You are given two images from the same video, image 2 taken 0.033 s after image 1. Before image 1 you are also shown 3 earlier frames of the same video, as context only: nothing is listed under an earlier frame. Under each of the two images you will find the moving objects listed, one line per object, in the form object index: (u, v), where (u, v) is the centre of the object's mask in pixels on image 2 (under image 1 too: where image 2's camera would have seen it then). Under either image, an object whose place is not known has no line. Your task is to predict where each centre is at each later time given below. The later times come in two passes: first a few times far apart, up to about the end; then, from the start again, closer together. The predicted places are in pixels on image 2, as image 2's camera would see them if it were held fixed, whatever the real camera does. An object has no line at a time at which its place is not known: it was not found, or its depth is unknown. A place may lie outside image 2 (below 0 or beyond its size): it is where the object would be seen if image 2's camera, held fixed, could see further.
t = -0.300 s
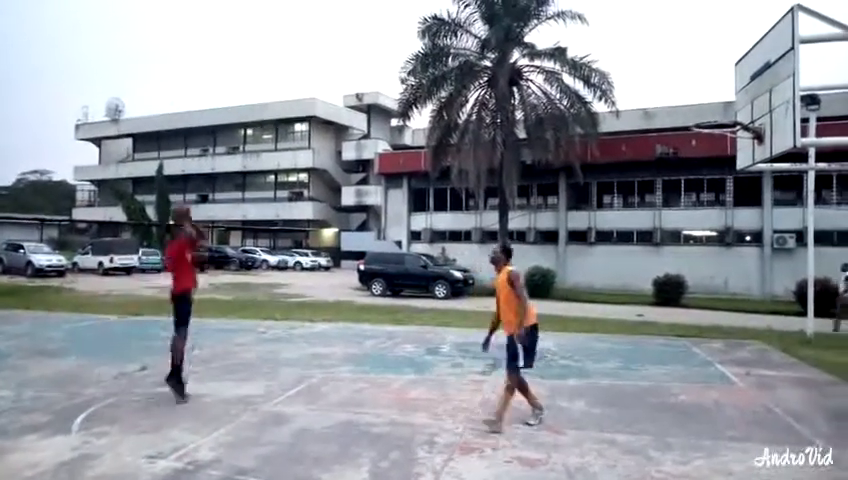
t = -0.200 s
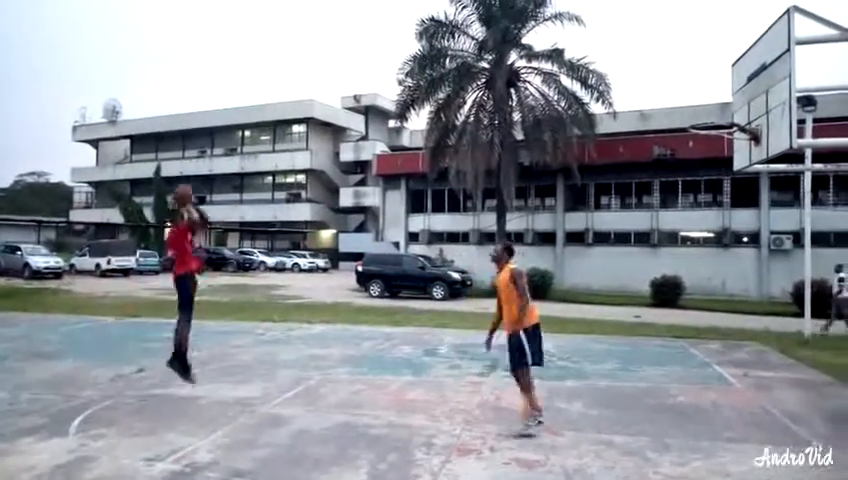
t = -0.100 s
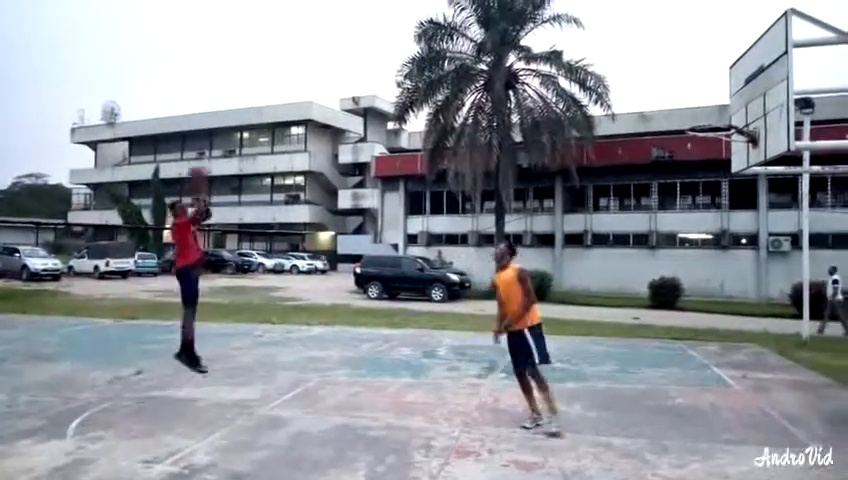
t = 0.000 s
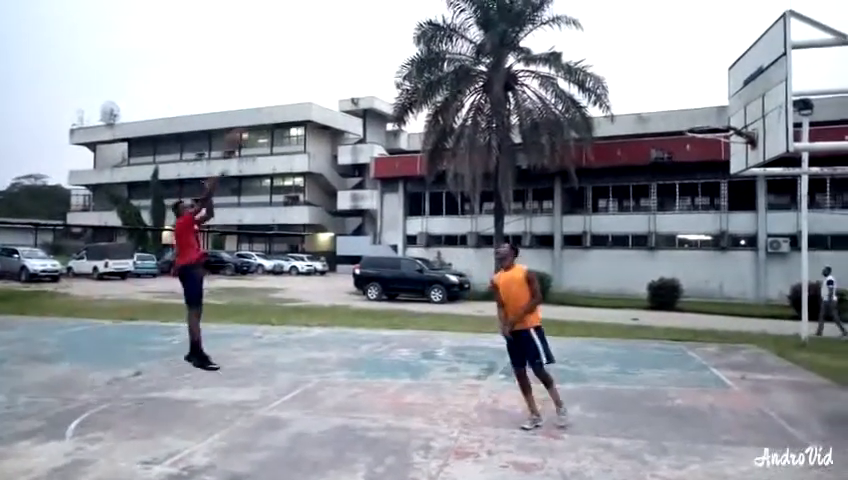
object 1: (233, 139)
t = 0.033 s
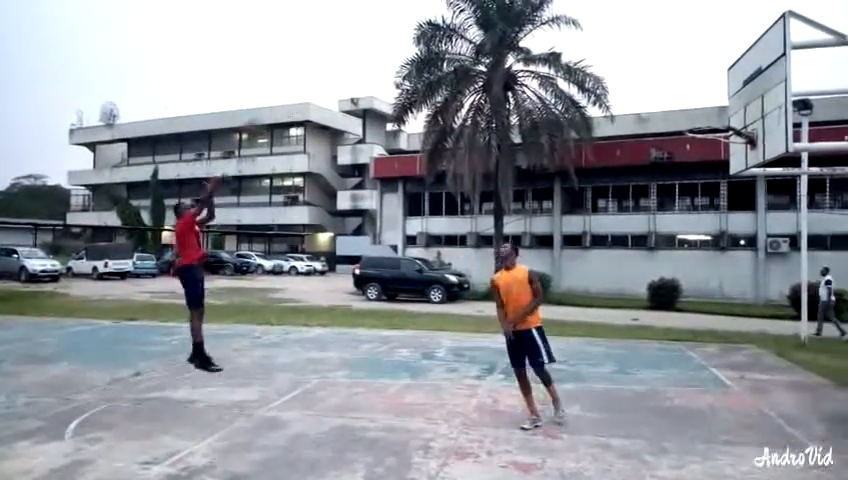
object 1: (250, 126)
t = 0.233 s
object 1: (351, 76)
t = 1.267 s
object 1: (695, 98)
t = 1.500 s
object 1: (657, 135)
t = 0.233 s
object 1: (351, 76)
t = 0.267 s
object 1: (368, 70)
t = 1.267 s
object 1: (695, 98)
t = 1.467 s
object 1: (662, 128)
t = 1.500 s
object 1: (657, 135)
